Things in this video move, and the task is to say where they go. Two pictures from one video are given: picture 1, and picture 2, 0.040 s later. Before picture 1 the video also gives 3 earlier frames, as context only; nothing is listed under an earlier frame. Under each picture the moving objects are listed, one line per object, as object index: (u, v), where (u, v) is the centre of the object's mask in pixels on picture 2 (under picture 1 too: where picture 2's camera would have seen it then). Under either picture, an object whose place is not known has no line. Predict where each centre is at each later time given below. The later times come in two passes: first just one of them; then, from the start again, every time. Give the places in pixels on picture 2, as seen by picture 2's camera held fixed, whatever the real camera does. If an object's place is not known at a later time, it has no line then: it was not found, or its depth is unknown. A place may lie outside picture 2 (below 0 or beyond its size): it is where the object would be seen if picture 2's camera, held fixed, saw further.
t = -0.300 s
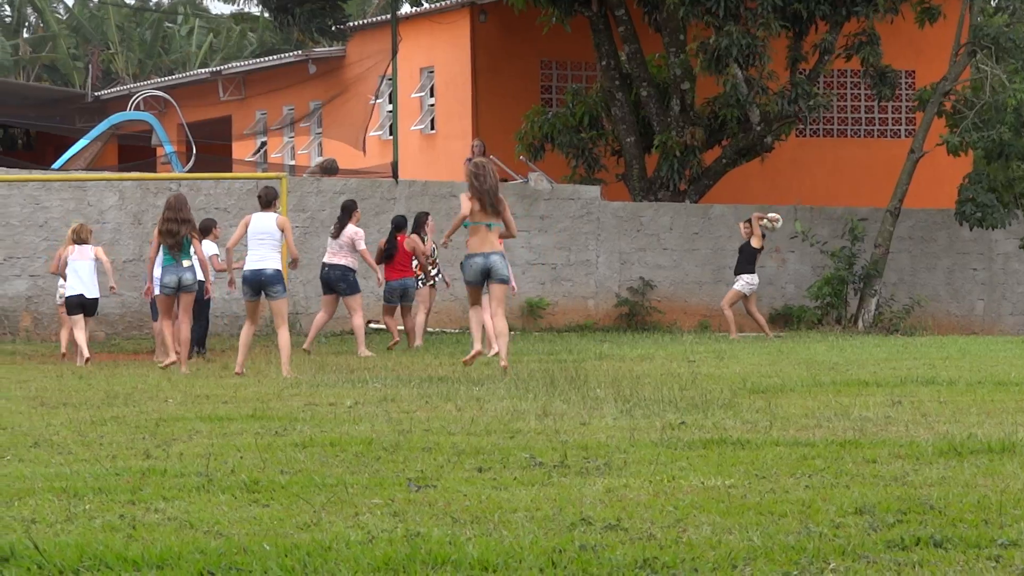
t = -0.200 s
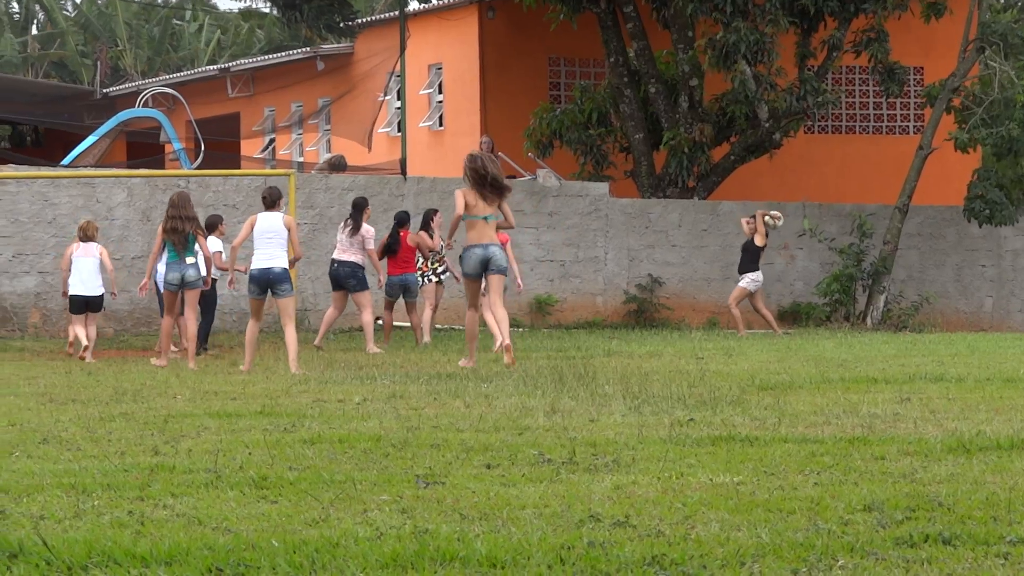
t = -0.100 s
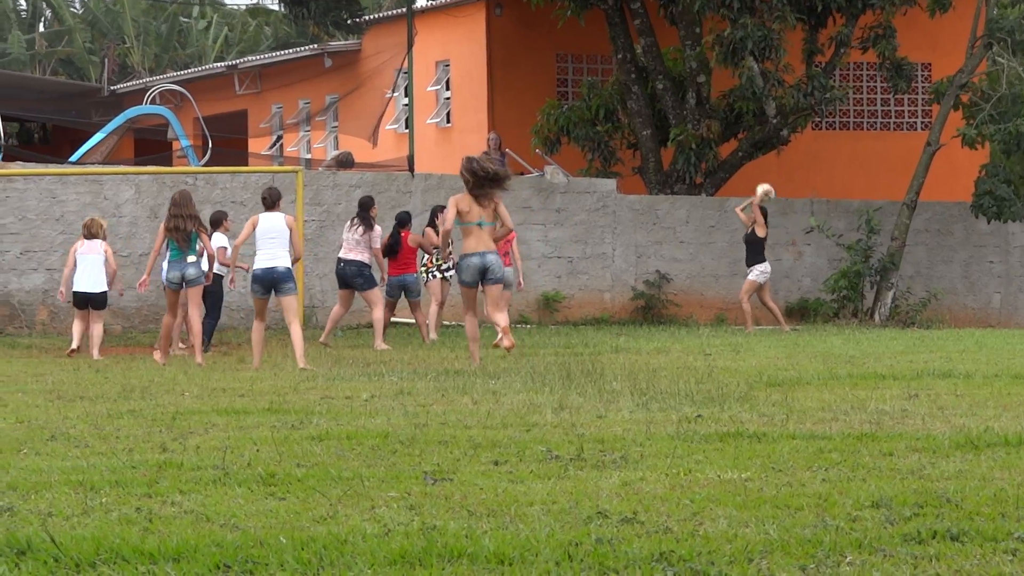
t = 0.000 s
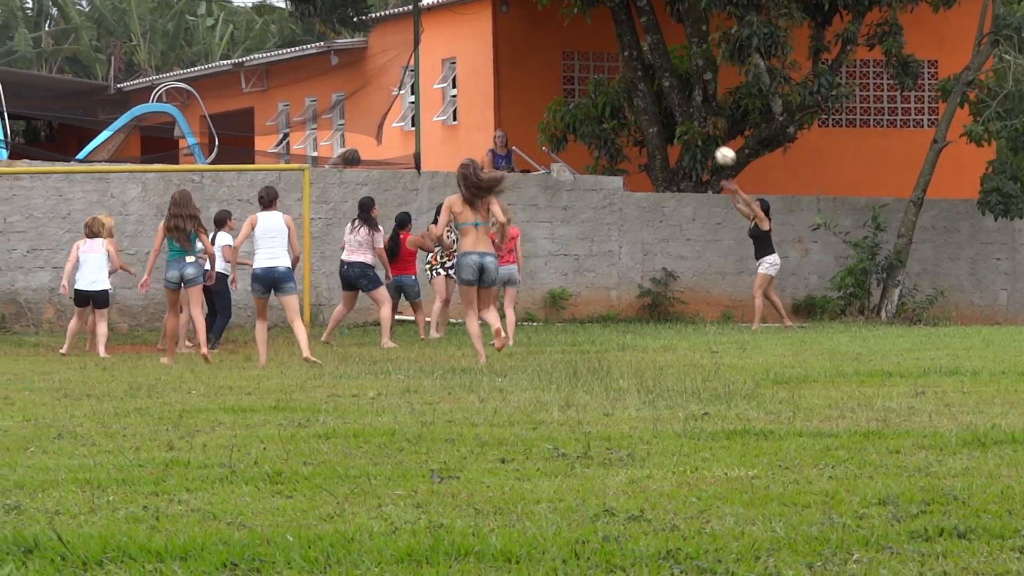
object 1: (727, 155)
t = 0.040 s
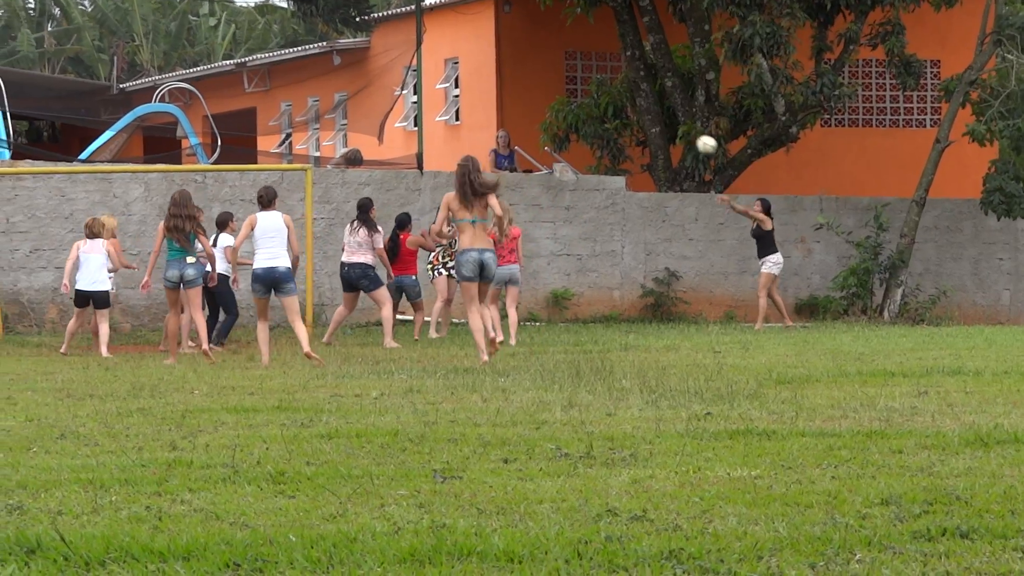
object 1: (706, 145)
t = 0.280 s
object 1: (582, 108)
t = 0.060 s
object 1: (696, 140)
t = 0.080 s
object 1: (685, 136)
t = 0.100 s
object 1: (675, 132)
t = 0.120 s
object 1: (665, 127)
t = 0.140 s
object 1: (654, 124)
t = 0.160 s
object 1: (644, 122)
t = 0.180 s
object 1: (634, 120)
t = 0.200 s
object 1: (624, 116)
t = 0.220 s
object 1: (613, 112)
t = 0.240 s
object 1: (603, 111)
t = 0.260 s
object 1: (593, 108)
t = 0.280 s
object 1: (582, 108)
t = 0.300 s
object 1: (571, 107)
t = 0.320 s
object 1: (561, 106)
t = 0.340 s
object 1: (551, 104)
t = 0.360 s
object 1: (540, 104)
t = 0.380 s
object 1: (530, 105)
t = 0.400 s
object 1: (520, 105)
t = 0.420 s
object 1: (510, 106)
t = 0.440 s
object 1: (499, 106)
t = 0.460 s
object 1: (489, 109)
